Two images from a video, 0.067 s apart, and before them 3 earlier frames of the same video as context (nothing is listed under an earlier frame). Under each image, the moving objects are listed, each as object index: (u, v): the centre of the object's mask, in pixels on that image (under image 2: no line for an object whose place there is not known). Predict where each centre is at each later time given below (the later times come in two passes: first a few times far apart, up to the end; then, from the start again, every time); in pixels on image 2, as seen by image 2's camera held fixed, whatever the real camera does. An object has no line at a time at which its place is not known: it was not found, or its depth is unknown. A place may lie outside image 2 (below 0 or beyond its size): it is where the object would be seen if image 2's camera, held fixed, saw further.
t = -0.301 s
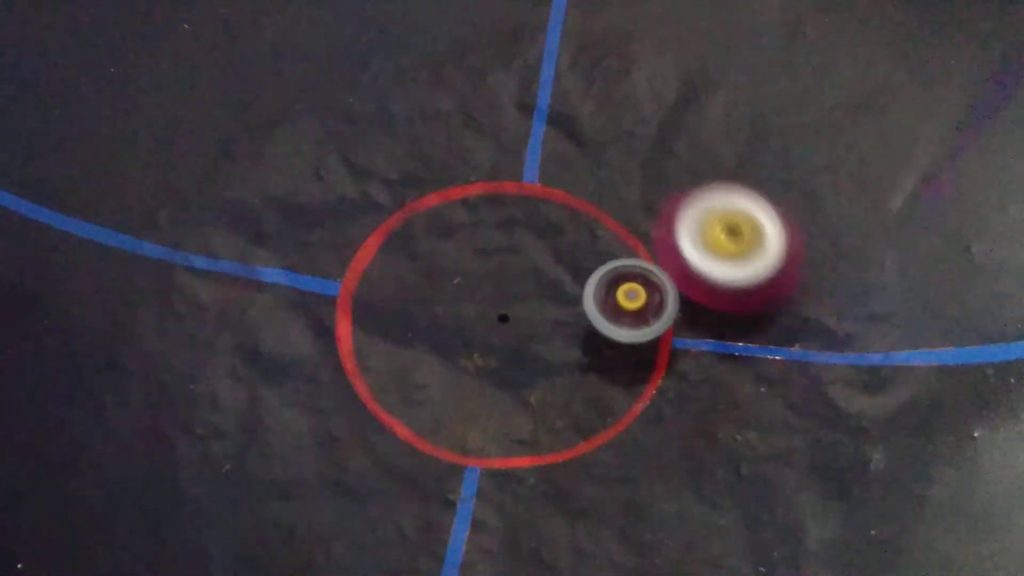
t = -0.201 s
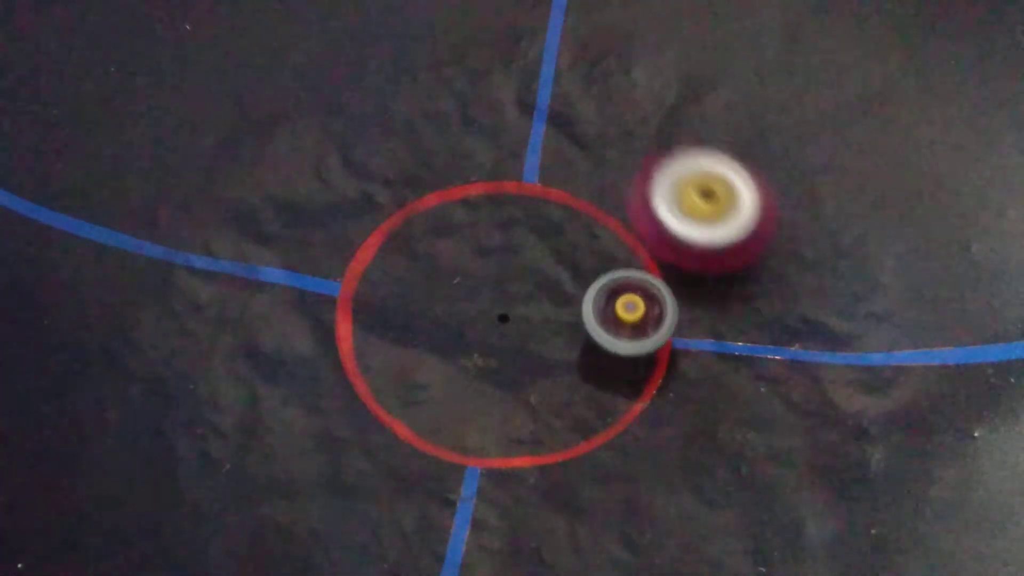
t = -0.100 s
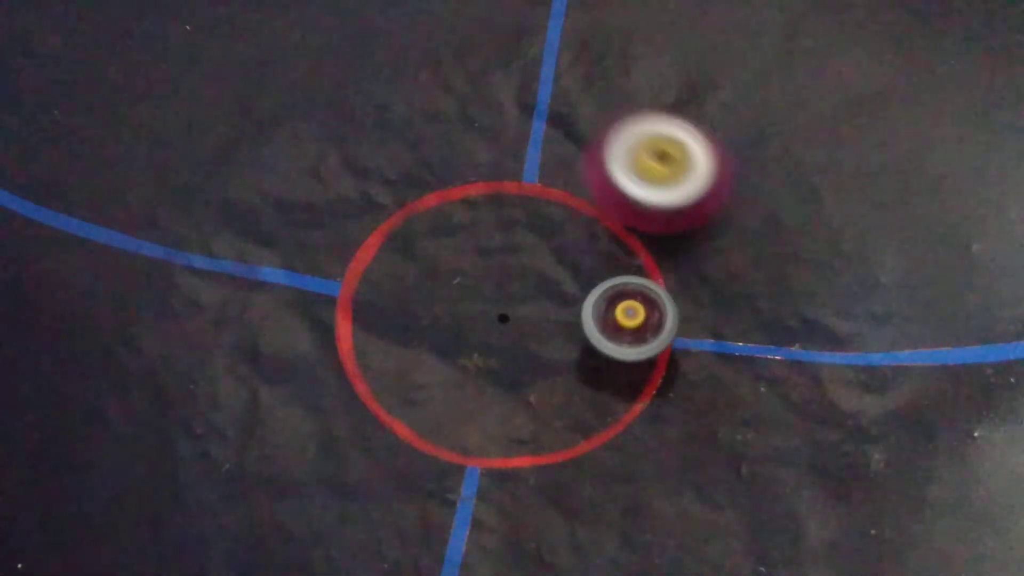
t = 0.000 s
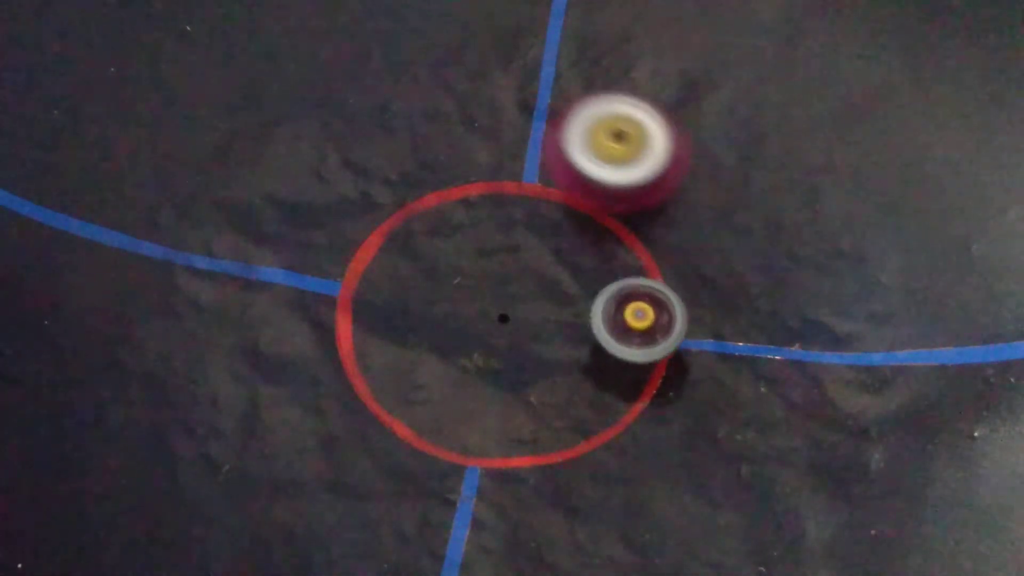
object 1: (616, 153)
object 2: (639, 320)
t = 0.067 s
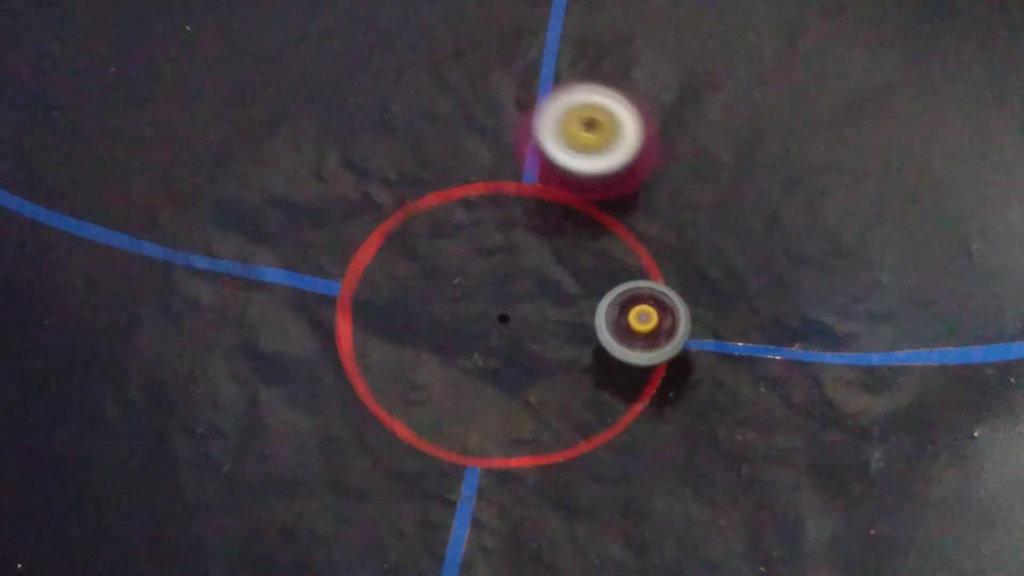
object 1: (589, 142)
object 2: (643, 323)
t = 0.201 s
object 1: (535, 126)
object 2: (648, 323)
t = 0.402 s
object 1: (469, 130)
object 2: (654, 323)
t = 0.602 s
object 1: (423, 151)
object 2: (655, 327)
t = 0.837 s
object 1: (405, 181)
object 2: (645, 352)
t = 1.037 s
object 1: (399, 219)
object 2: (645, 365)
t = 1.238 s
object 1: (410, 254)
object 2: (643, 369)
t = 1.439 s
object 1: (420, 283)
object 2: (649, 371)
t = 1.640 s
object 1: (439, 303)
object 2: (643, 371)
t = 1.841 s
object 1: (479, 318)
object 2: (639, 376)
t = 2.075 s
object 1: (513, 324)
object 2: (624, 378)
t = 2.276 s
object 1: (511, 313)
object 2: (614, 384)
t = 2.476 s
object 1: (505, 306)
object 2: (603, 378)
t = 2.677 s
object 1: (502, 302)
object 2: (604, 399)
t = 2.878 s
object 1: (514, 283)
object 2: (613, 394)
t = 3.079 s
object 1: (519, 268)
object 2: (609, 377)
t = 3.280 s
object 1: (524, 251)
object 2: (584, 377)
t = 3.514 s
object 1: (527, 234)
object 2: (579, 378)
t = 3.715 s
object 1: (525, 219)
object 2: (577, 387)
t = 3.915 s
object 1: (517, 209)
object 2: (591, 383)
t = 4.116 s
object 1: (511, 220)
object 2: (606, 378)
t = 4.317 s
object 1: (512, 234)
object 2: (605, 367)
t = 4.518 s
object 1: (505, 253)
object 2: (605, 366)
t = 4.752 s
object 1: (506, 269)
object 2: (617, 362)
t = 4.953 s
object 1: (502, 285)
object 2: (630, 360)
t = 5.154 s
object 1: (498, 306)
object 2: (653, 343)
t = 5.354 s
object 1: (494, 321)
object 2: (642, 303)
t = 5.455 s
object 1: (501, 326)
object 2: (629, 301)
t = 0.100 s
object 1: (574, 137)
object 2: (642, 323)
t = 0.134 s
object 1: (559, 131)
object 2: (641, 321)
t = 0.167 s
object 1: (545, 128)
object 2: (643, 320)
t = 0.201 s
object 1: (535, 126)
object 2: (648, 323)
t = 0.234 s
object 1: (523, 125)
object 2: (650, 324)
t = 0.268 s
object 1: (511, 125)
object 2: (654, 323)
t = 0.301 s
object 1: (501, 126)
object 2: (656, 321)
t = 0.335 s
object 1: (494, 128)
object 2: (658, 320)
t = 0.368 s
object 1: (485, 130)
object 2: (656, 321)
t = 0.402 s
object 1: (469, 130)
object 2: (654, 323)
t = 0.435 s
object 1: (461, 133)
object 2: (655, 321)
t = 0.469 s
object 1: (452, 136)
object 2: (655, 321)
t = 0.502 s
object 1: (441, 138)
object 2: (657, 321)
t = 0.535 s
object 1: (431, 141)
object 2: (657, 322)
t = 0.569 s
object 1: (426, 144)
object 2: (657, 325)
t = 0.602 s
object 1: (423, 151)
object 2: (655, 327)
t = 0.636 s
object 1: (420, 153)
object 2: (653, 330)
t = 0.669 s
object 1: (416, 155)
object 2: (650, 334)
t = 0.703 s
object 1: (415, 158)
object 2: (648, 342)
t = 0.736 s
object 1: (415, 162)
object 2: (649, 348)
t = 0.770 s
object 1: (415, 168)
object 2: (647, 353)
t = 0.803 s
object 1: (410, 174)
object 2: (645, 354)
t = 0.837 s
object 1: (405, 181)
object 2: (645, 352)
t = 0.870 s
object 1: (401, 188)
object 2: (647, 351)
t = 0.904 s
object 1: (400, 195)
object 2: (651, 351)
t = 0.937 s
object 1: (398, 203)
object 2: (652, 355)
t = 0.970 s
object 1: (397, 208)
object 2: (649, 360)
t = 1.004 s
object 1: (398, 213)
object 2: (647, 364)
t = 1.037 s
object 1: (399, 219)
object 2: (645, 365)
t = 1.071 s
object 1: (401, 226)
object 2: (643, 367)
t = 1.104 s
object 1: (404, 231)
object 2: (641, 368)
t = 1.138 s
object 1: (406, 237)
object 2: (640, 368)
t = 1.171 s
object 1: (409, 244)
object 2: (641, 368)
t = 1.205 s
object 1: (410, 249)
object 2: (642, 369)
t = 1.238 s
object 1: (410, 254)
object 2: (643, 369)
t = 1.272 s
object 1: (410, 260)
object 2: (643, 370)
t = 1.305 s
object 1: (410, 265)
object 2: (643, 371)
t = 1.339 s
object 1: (412, 270)
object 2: (644, 372)
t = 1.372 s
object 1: (414, 274)
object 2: (644, 371)
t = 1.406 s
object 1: (416, 279)
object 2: (647, 371)
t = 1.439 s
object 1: (420, 283)
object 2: (649, 371)
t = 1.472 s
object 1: (424, 287)
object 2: (649, 372)
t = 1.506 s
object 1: (426, 291)
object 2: (647, 373)
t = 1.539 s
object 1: (429, 295)
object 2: (645, 373)
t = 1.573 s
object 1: (431, 298)
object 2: (643, 372)
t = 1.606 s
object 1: (434, 301)
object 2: (642, 372)
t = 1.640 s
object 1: (439, 303)
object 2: (643, 371)
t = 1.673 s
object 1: (445, 305)
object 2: (644, 371)
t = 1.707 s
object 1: (451, 308)
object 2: (646, 370)
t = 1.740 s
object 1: (460, 311)
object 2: (648, 371)
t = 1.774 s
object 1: (466, 314)
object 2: (647, 373)
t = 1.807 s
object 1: (473, 316)
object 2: (643, 375)
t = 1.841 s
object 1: (479, 318)
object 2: (639, 376)
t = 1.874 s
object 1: (483, 321)
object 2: (635, 375)
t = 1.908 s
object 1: (489, 324)
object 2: (632, 374)
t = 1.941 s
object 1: (495, 327)
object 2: (629, 372)
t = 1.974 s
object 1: (503, 330)
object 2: (626, 370)
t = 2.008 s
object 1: (507, 331)
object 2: (622, 368)
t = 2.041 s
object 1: (510, 328)
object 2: (623, 371)
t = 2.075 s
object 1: (513, 324)
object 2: (624, 378)
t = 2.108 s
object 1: (513, 322)
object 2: (617, 383)
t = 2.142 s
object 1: (514, 320)
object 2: (612, 385)
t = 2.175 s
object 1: (513, 318)
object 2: (609, 386)
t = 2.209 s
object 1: (512, 317)
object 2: (610, 386)
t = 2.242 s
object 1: (512, 315)
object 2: (612, 385)
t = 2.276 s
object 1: (511, 313)
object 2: (614, 384)
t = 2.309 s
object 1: (510, 312)
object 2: (618, 387)
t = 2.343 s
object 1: (510, 311)
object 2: (616, 385)
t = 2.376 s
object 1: (509, 309)
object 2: (609, 382)
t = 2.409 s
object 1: (509, 308)
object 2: (606, 382)
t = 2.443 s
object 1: (507, 307)
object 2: (605, 380)
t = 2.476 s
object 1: (505, 306)
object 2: (603, 378)
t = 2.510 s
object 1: (503, 306)
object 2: (605, 381)
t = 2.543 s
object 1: (502, 305)
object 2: (607, 388)
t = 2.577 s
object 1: (502, 304)
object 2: (608, 392)
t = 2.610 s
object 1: (502, 303)
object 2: (607, 396)
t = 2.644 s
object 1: (502, 303)
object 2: (606, 399)
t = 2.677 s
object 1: (502, 302)
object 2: (604, 399)
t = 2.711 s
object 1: (502, 301)
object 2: (604, 398)
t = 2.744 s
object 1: (504, 300)
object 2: (605, 396)
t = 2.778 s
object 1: (507, 297)
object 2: (607, 393)
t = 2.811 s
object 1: (511, 291)
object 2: (610, 392)
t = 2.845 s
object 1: (513, 286)
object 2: (613, 393)
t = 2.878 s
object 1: (514, 283)
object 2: (613, 394)
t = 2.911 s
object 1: (514, 281)
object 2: (611, 394)
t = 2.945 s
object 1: (515, 279)
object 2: (609, 393)
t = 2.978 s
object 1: (515, 277)
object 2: (608, 390)
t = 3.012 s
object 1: (517, 274)
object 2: (608, 386)
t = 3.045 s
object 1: (519, 270)
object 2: (609, 381)
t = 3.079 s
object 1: (519, 268)
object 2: (609, 377)
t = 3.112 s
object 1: (519, 265)
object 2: (600, 374)
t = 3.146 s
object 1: (520, 262)
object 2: (596, 371)
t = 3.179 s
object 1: (521, 259)
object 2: (594, 369)
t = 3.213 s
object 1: (522, 257)
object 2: (592, 372)
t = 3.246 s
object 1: (523, 254)
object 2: (587, 376)
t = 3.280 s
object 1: (524, 251)
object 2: (584, 377)
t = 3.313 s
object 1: (527, 248)
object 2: (583, 376)
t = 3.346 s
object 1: (529, 245)
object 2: (583, 376)
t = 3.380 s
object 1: (529, 242)
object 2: (585, 377)
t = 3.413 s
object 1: (530, 240)
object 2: (583, 378)
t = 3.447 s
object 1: (529, 238)
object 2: (581, 379)
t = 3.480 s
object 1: (528, 236)
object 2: (579, 378)
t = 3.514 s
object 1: (527, 234)
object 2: (579, 378)
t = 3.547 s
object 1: (526, 232)
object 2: (578, 377)
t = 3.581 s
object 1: (524, 230)
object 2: (577, 378)
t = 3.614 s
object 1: (525, 227)
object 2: (577, 380)
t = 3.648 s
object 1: (525, 224)
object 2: (577, 382)
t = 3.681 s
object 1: (525, 222)
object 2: (577, 385)
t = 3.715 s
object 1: (525, 219)
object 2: (577, 387)
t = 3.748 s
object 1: (525, 217)
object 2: (581, 384)
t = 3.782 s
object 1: (524, 216)
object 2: (584, 383)
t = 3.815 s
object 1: (522, 213)
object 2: (588, 383)
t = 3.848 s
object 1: (520, 211)
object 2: (589, 385)
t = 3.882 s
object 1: (518, 209)
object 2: (590, 384)
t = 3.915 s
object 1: (517, 209)
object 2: (591, 383)
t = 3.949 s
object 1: (517, 209)
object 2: (593, 382)
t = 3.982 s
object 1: (515, 210)
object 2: (595, 381)
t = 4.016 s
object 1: (513, 212)
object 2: (597, 380)
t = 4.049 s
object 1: (512, 214)
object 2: (601, 381)
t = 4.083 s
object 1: (511, 217)
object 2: (606, 382)
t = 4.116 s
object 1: (511, 220)
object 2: (606, 378)
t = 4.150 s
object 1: (512, 223)
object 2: (604, 372)
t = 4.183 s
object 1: (513, 226)
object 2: (603, 369)
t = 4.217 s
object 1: (514, 228)
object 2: (603, 367)
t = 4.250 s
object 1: (513, 230)
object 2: (604, 366)
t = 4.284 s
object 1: (513, 232)
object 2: (605, 366)
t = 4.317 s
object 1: (512, 234)
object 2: (605, 367)
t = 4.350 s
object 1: (510, 236)
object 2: (604, 368)
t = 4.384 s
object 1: (508, 238)
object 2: (603, 368)
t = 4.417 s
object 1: (506, 241)
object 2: (604, 367)
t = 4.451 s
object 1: (505, 244)
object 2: (604, 366)
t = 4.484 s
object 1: (505, 248)
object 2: (604, 365)
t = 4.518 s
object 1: (505, 253)
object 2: (605, 366)
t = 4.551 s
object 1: (506, 256)
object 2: (605, 366)
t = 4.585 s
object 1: (508, 257)
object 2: (606, 366)
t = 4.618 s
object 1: (509, 259)
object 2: (608, 365)
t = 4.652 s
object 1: (509, 261)
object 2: (610, 365)
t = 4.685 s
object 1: (507, 264)
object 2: (611, 364)
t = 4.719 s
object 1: (506, 266)
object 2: (614, 363)
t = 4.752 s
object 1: (506, 269)
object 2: (617, 362)
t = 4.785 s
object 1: (505, 271)
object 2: (620, 362)
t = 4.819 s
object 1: (504, 274)
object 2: (622, 362)
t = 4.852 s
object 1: (504, 277)
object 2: (624, 361)
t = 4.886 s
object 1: (504, 280)
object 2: (625, 360)
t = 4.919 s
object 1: (502, 282)
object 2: (628, 360)
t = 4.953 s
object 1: (502, 285)
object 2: (630, 360)
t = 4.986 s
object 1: (501, 288)
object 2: (632, 360)
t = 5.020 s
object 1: (499, 293)
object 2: (634, 360)
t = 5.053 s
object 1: (498, 298)
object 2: (637, 359)
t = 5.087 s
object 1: (499, 301)
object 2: (641, 357)
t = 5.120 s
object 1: (498, 304)
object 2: (647, 351)
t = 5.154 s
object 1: (498, 306)
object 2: (653, 343)
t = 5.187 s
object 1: (497, 310)
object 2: (657, 331)
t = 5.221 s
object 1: (497, 312)
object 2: (654, 321)
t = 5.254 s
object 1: (496, 314)
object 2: (652, 313)
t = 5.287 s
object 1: (495, 317)
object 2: (650, 307)
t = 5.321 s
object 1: (494, 319)
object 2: (646, 305)
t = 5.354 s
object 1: (494, 321)
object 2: (642, 303)
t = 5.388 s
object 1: (496, 323)
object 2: (636, 301)
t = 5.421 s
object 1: (499, 325)
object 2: (631, 301)
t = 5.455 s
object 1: (501, 326)
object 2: (629, 301)
